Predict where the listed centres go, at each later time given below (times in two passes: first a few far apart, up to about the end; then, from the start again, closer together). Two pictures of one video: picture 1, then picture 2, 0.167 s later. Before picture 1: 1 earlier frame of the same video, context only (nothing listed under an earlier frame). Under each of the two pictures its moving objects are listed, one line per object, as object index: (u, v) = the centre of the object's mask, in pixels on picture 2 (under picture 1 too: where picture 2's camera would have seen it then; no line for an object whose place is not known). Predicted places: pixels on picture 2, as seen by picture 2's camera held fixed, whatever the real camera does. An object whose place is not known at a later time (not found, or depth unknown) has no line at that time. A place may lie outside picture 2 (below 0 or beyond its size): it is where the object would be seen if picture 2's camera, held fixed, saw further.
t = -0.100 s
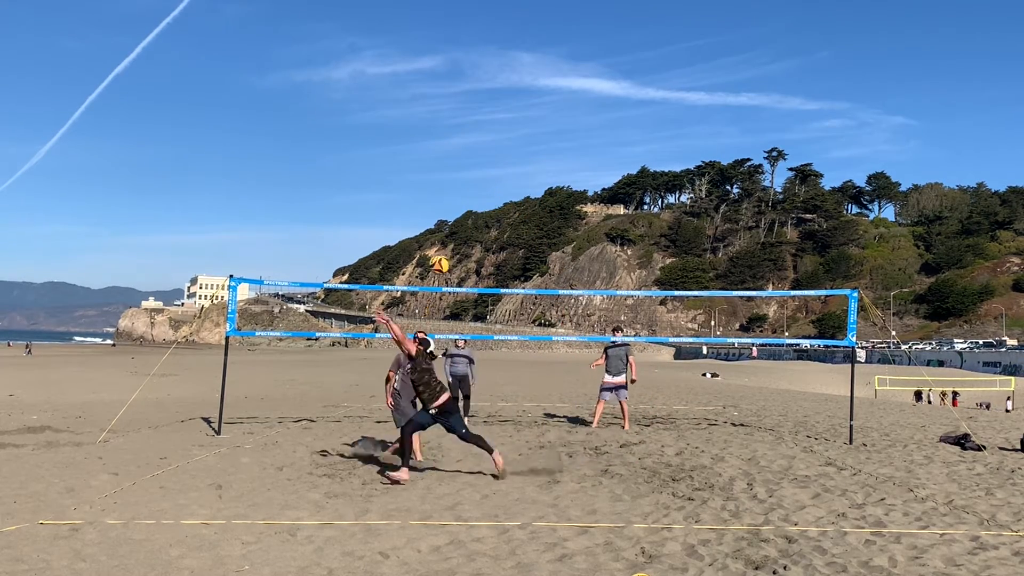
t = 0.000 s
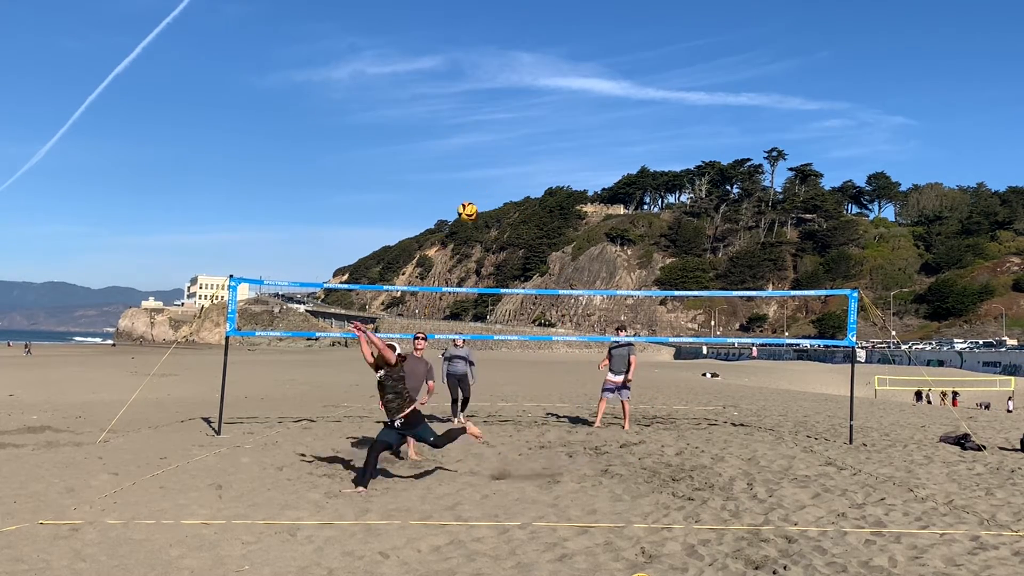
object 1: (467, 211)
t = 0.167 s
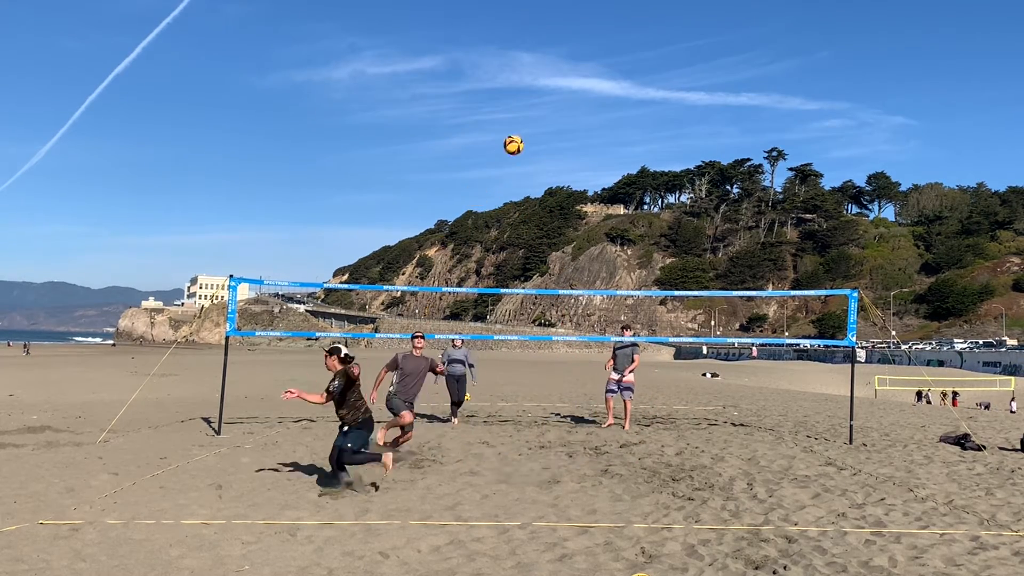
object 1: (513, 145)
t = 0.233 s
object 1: (531, 126)
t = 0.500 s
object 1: (601, 90)
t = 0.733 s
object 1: (660, 110)
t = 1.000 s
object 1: (726, 194)
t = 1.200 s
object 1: (775, 304)
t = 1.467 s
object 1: (842, 492)
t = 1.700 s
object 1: (913, 460)
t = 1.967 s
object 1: (1007, 498)
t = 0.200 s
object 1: (522, 134)
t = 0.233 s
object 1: (531, 126)
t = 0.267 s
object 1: (540, 117)
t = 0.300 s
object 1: (549, 110)
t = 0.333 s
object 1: (558, 104)
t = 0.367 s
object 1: (567, 100)
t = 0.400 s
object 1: (575, 96)
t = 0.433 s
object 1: (584, 92)
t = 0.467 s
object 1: (592, 90)
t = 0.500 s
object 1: (601, 90)
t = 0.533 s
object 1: (610, 89)
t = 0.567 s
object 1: (619, 91)
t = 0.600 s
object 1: (627, 93)
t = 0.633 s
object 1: (635, 95)
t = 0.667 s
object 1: (643, 100)
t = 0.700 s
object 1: (652, 105)
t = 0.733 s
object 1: (660, 110)
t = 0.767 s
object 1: (669, 117)
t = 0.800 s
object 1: (677, 125)
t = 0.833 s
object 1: (685, 135)
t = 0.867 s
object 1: (693, 144)
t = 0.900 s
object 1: (701, 155)
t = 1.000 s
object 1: (726, 194)
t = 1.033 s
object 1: (734, 210)
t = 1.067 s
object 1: (742, 226)
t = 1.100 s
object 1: (750, 244)
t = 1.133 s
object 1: (758, 262)
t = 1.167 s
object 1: (766, 282)
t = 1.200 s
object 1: (775, 304)
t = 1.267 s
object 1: (791, 348)
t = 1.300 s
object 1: (799, 373)
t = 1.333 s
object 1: (807, 399)
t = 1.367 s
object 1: (816, 426)
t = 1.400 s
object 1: (824, 454)
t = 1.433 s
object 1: (833, 484)
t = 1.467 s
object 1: (842, 492)
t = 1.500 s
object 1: (852, 485)
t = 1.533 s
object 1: (861, 477)
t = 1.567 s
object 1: (871, 472)
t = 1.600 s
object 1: (881, 467)
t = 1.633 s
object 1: (892, 463)
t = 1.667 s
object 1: (902, 461)
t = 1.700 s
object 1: (913, 460)
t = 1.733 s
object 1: (924, 460)
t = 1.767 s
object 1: (935, 461)
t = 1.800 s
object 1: (946, 464)
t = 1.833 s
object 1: (958, 467)
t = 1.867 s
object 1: (970, 473)
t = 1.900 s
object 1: (982, 480)
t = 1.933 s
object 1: (995, 488)
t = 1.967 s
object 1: (1007, 498)
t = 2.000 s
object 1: (1015, 510)
